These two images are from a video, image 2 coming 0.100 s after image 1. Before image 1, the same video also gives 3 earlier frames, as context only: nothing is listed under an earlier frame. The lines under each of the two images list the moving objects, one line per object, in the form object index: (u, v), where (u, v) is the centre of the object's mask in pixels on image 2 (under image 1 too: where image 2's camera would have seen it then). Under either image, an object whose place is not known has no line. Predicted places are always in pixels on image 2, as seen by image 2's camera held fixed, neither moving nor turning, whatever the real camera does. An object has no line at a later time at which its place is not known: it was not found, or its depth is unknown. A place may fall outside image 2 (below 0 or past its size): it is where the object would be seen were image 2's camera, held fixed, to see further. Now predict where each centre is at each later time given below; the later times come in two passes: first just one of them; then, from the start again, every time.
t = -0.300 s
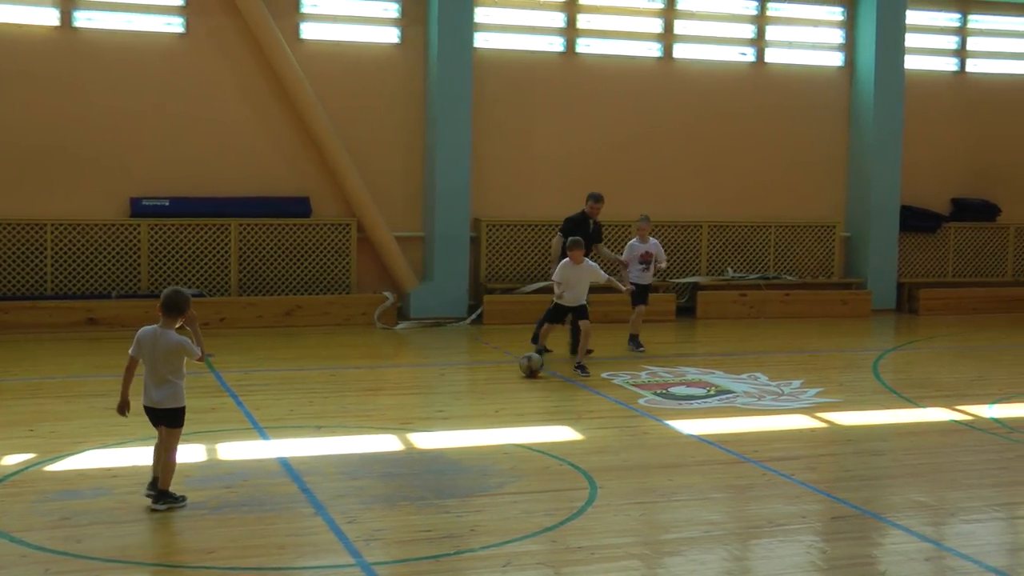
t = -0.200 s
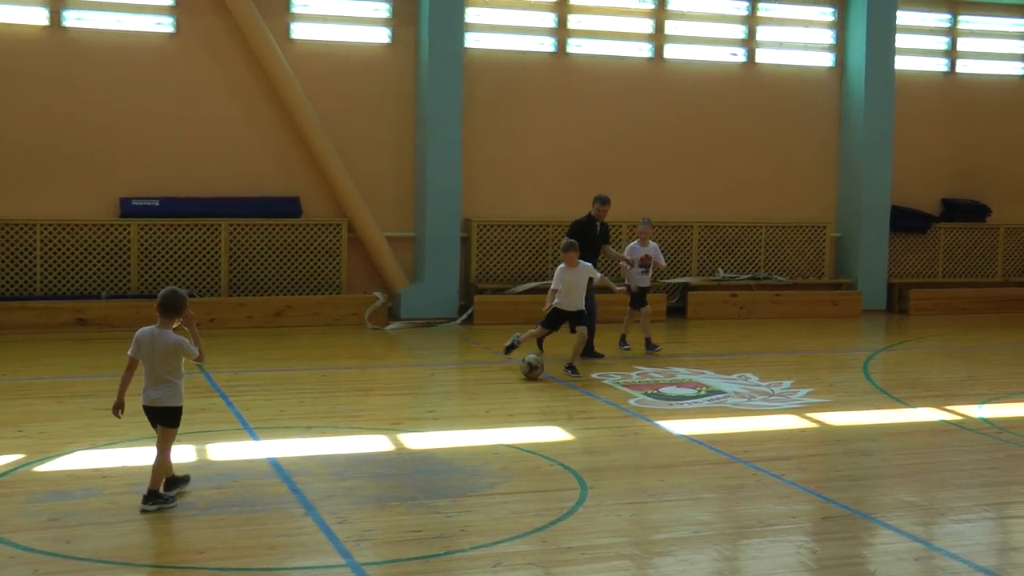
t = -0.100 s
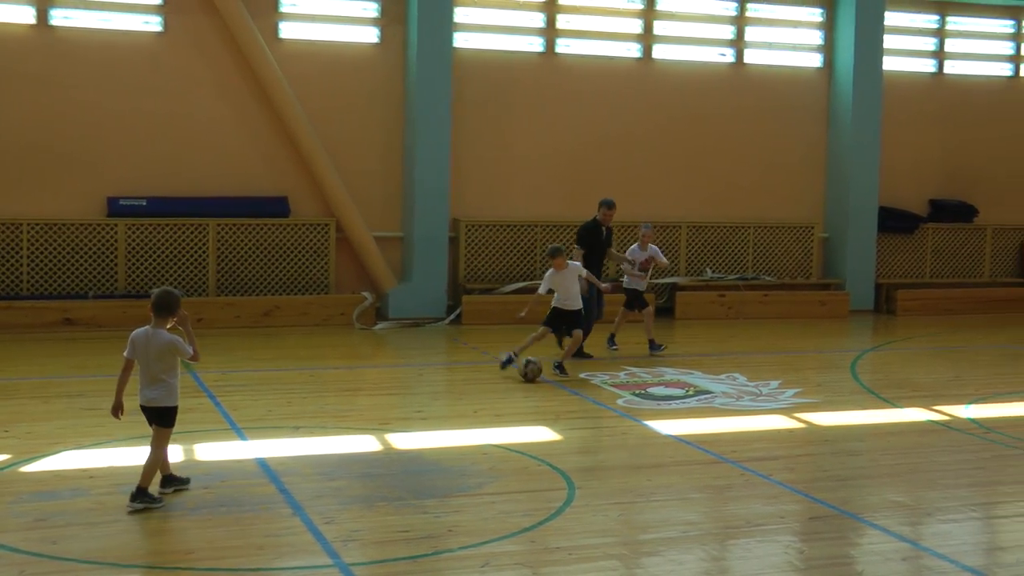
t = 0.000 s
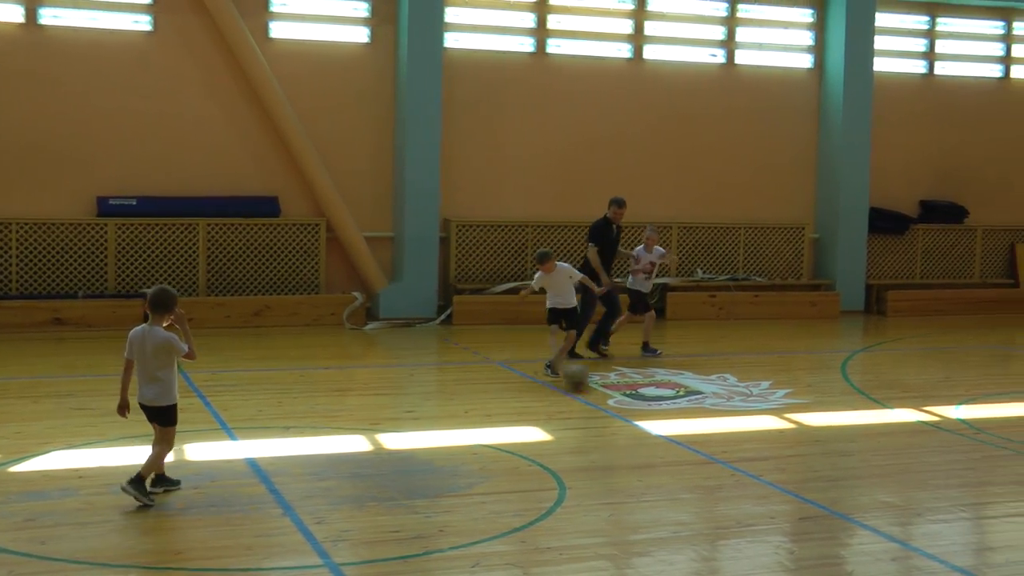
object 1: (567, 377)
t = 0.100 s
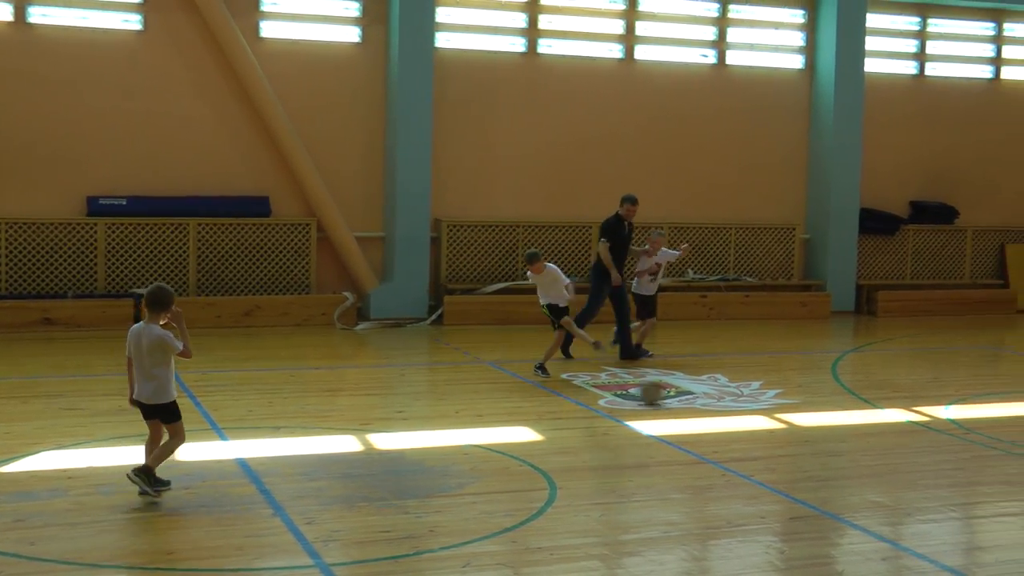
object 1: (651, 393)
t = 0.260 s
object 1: (788, 413)
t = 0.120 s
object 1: (668, 396)
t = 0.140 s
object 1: (685, 400)
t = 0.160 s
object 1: (703, 401)
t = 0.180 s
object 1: (719, 403)
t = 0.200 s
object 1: (736, 403)
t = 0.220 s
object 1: (753, 406)
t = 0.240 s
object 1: (770, 410)
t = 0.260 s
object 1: (788, 413)
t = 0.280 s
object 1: (806, 415)
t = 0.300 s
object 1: (822, 419)
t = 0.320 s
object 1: (840, 423)
